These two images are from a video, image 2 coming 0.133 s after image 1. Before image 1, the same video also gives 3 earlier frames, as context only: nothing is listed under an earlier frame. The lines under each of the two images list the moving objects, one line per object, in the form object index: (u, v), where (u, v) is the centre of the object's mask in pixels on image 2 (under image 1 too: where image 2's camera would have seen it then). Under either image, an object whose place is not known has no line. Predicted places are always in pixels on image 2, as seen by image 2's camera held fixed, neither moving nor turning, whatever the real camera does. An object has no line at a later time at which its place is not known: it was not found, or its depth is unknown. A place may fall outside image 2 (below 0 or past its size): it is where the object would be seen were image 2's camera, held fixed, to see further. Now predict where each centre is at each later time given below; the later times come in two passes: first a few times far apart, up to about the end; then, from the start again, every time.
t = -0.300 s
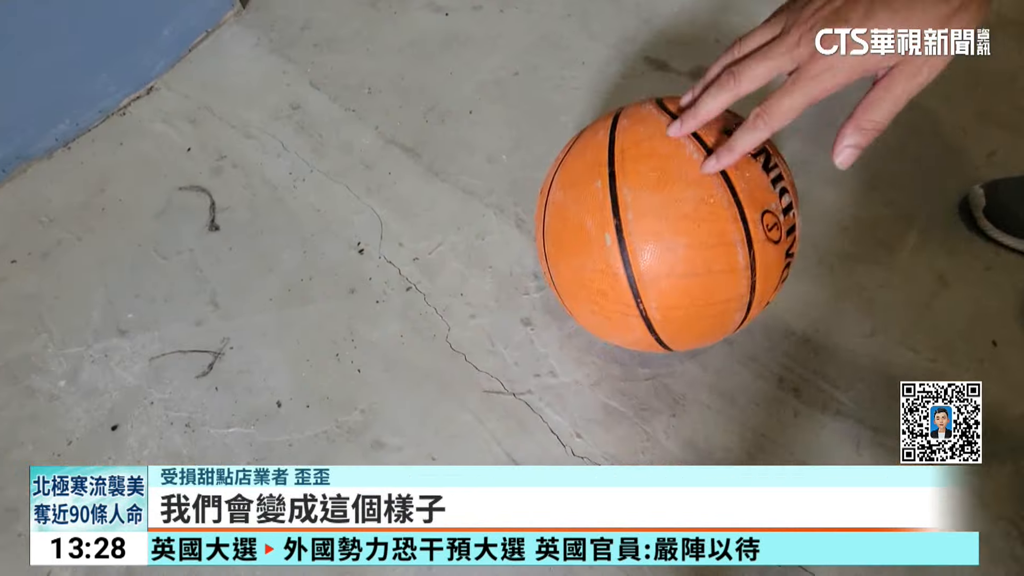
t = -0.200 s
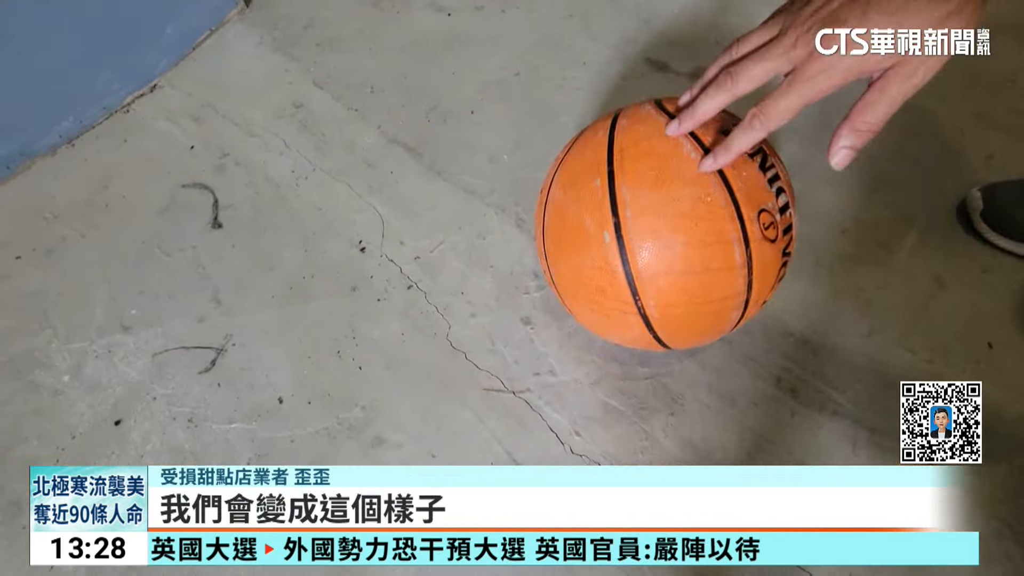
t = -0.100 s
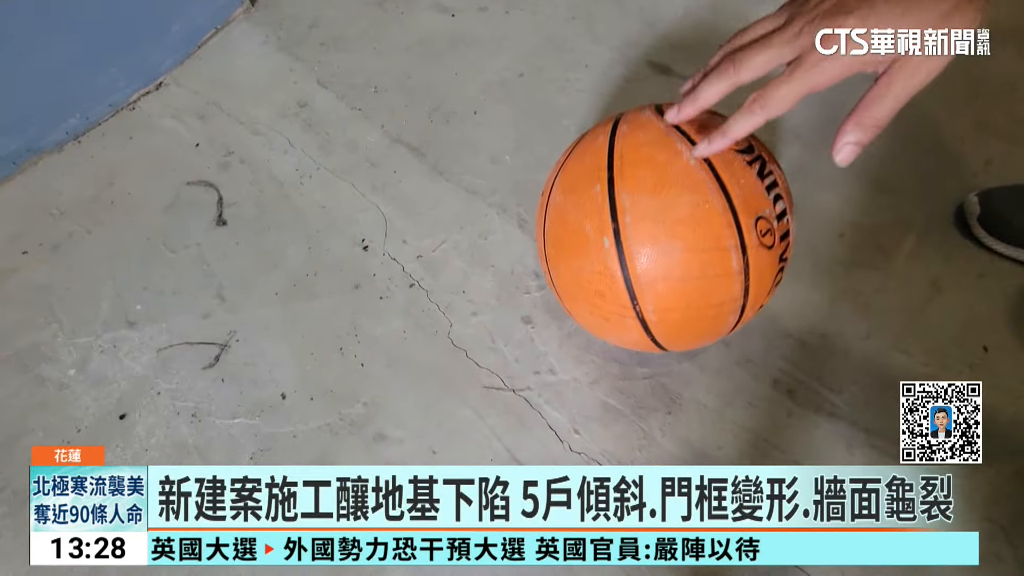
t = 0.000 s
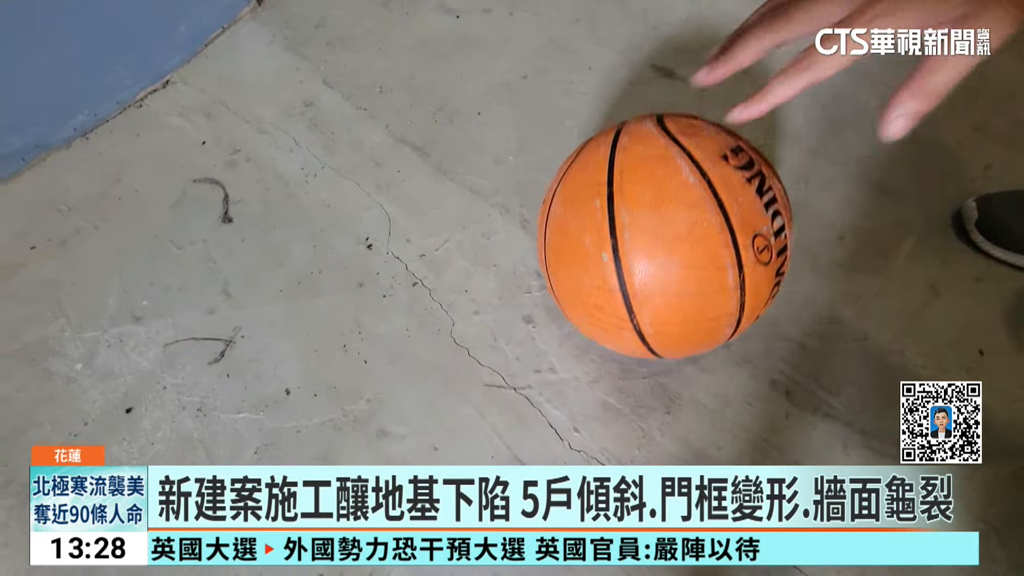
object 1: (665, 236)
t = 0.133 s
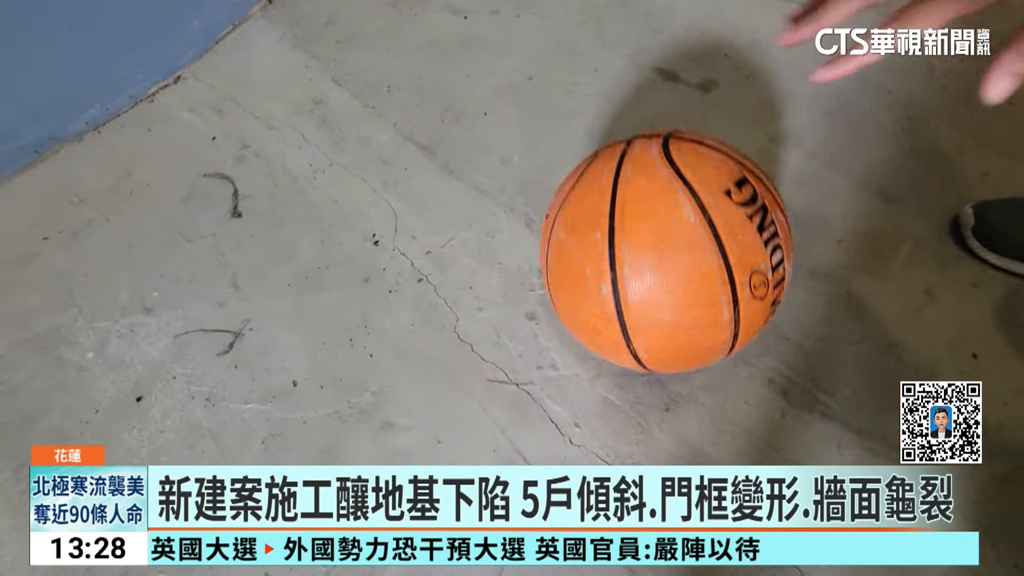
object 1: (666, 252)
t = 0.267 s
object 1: (670, 274)
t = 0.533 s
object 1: (664, 296)
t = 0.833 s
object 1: (615, 230)
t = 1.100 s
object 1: (595, 183)
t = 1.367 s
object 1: (597, 207)
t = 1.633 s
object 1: (580, 245)
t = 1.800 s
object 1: (578, 258)
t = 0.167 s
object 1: (667, 257)
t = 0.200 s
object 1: (668, 262)
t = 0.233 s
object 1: (669, 268)
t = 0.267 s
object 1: (670, 274)
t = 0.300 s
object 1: (672, 280)
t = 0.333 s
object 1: (672, 286)
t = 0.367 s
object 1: (672, 292)
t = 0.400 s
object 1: (671, 296)
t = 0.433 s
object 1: (671, 298)
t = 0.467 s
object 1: (670, 298)
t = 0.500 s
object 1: (667, 298)
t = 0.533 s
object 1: (664, 296)
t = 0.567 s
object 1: (660, 293)
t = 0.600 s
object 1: (655, 288)
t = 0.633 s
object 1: (649, 283)
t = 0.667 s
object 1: (643, 276)
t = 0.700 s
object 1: (638, 267)
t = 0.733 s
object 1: (632, 258)
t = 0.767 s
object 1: (626, 248)
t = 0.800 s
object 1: (620, 239)
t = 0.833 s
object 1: (615, 230)
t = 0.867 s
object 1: (611, 222)
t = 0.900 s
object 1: (608, 213)
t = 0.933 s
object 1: (605, 206)
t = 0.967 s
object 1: (603, 198)
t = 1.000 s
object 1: (601, 191)
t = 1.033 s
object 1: (599, 187)
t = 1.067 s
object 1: (597, 184)
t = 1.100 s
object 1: (595, 183)
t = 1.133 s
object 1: (594, 183)
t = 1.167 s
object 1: (594, 183)
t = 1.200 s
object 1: (594, 186)
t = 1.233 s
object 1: (596, 189)
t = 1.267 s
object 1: (597, 192)
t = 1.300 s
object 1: (597, 197)
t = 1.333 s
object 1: (597, 202)
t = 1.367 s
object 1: (597, 207)
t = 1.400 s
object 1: (597, 212)
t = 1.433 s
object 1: (597, 218)
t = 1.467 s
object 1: (594, 223)
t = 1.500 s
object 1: (590, 228)
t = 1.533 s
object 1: (588, 233)
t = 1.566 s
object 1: (585, 237)
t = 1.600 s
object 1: (583, 241)
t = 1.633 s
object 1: (580, 245)
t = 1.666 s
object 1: (578, 248)
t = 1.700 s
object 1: (578, 251)
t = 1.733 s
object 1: (579, 253)
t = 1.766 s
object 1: (579, 256)
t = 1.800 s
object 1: (578, 258)
